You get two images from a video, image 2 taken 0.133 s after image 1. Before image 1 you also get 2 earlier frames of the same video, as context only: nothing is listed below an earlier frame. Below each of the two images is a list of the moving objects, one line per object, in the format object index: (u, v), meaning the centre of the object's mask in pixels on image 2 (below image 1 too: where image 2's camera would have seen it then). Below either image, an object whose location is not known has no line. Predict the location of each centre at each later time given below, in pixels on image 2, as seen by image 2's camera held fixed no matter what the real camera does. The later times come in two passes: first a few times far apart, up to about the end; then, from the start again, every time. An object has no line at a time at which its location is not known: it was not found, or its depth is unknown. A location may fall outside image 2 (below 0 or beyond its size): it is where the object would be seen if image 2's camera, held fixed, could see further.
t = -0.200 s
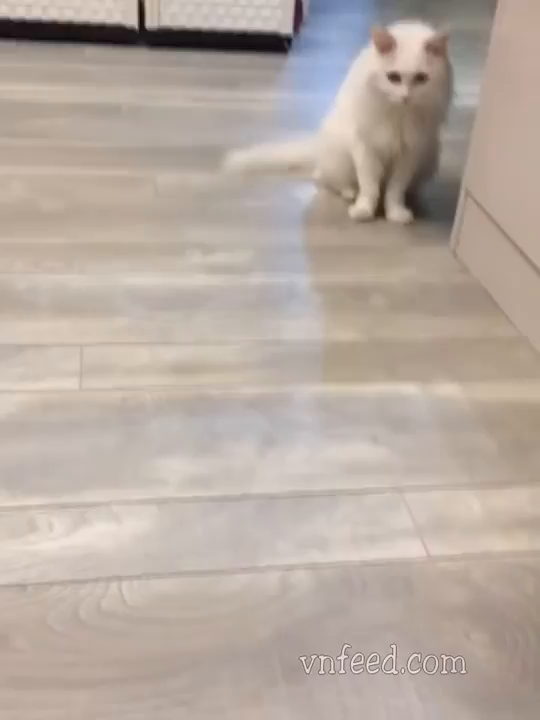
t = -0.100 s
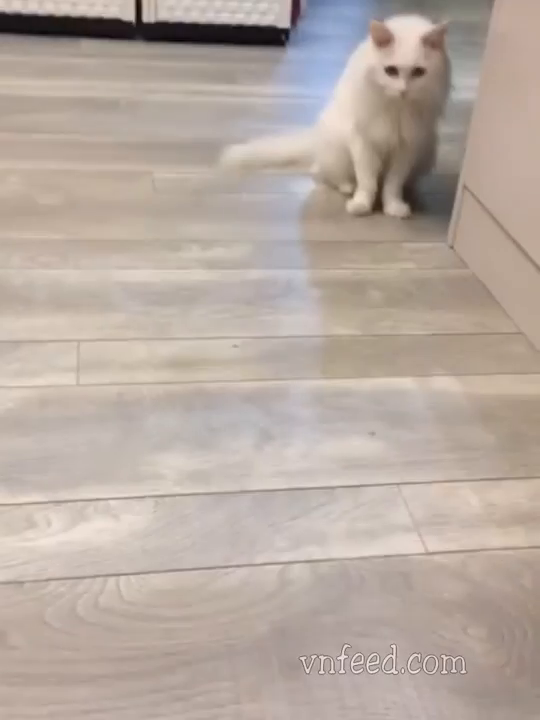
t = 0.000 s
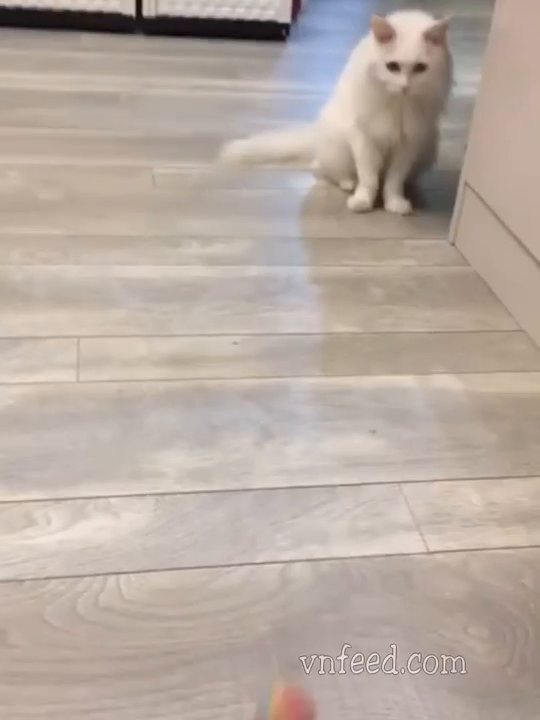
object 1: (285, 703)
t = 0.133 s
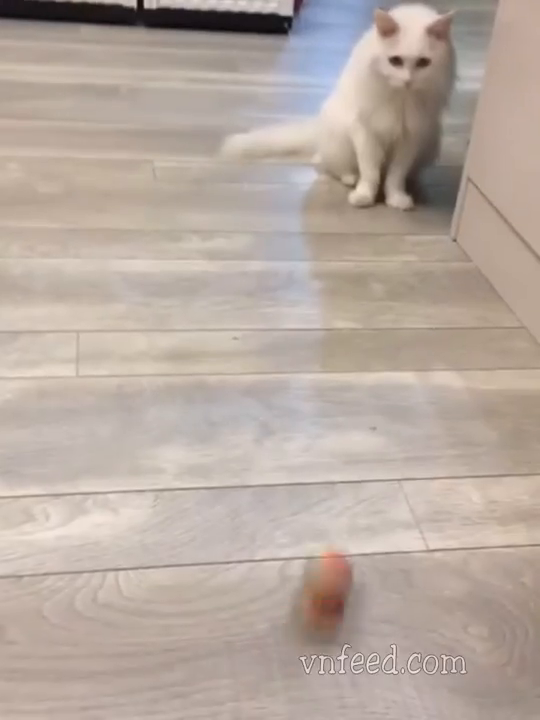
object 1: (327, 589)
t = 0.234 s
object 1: (349, 507)
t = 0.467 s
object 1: (382, 379)
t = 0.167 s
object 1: (336, 553)
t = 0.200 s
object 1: (339, 531)
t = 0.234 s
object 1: (349, 507)
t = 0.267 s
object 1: (355, 484)
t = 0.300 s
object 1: (362, 459)
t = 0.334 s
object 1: (365, 441)
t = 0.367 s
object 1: (373, 426)
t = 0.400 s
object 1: (379, 406)
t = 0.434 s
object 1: (381, 394)
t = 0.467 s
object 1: (382, 379)
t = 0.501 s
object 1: (385, 367)
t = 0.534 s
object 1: (391, 354)
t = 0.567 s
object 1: (394, 340)
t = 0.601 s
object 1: (394, 333)
